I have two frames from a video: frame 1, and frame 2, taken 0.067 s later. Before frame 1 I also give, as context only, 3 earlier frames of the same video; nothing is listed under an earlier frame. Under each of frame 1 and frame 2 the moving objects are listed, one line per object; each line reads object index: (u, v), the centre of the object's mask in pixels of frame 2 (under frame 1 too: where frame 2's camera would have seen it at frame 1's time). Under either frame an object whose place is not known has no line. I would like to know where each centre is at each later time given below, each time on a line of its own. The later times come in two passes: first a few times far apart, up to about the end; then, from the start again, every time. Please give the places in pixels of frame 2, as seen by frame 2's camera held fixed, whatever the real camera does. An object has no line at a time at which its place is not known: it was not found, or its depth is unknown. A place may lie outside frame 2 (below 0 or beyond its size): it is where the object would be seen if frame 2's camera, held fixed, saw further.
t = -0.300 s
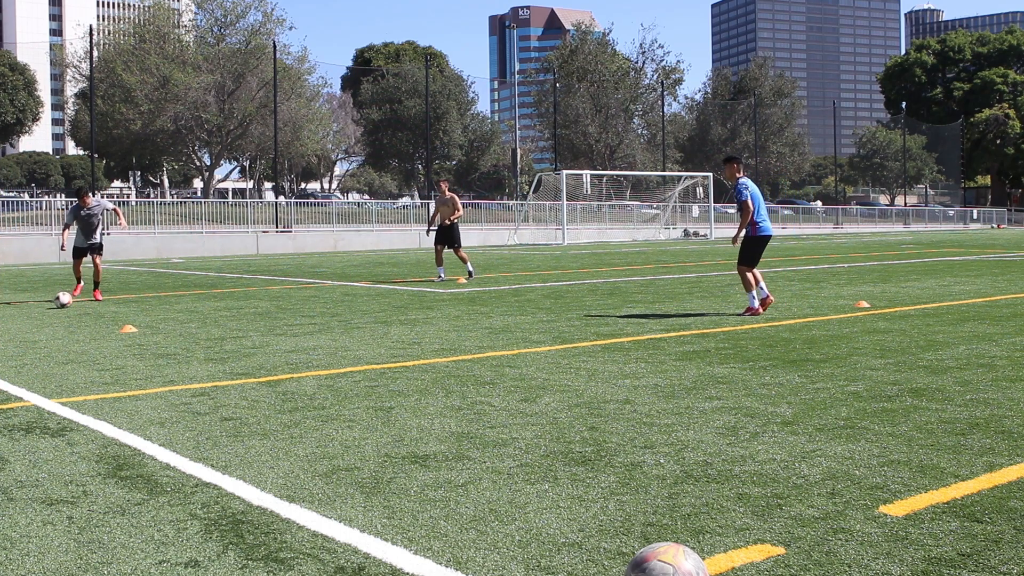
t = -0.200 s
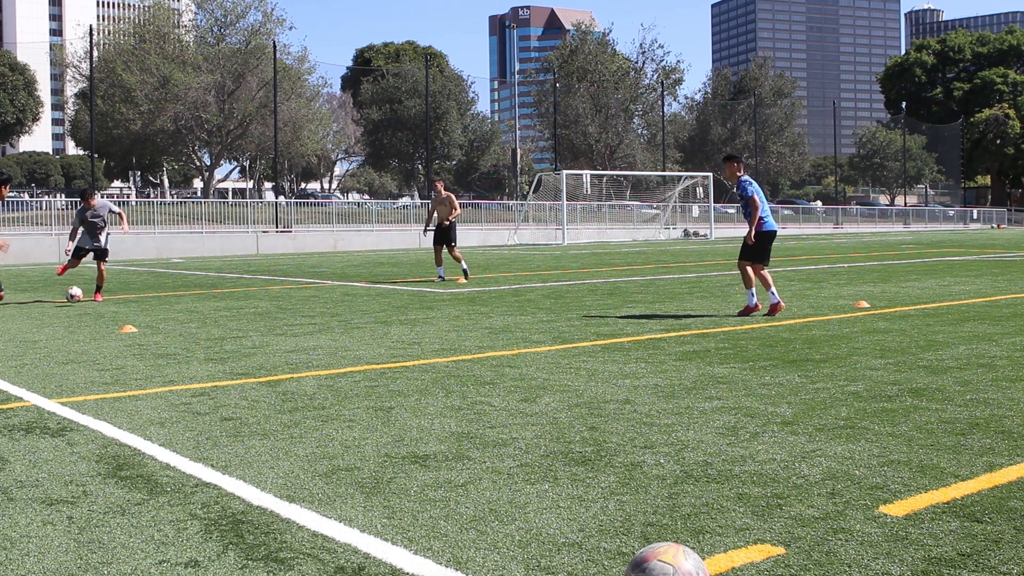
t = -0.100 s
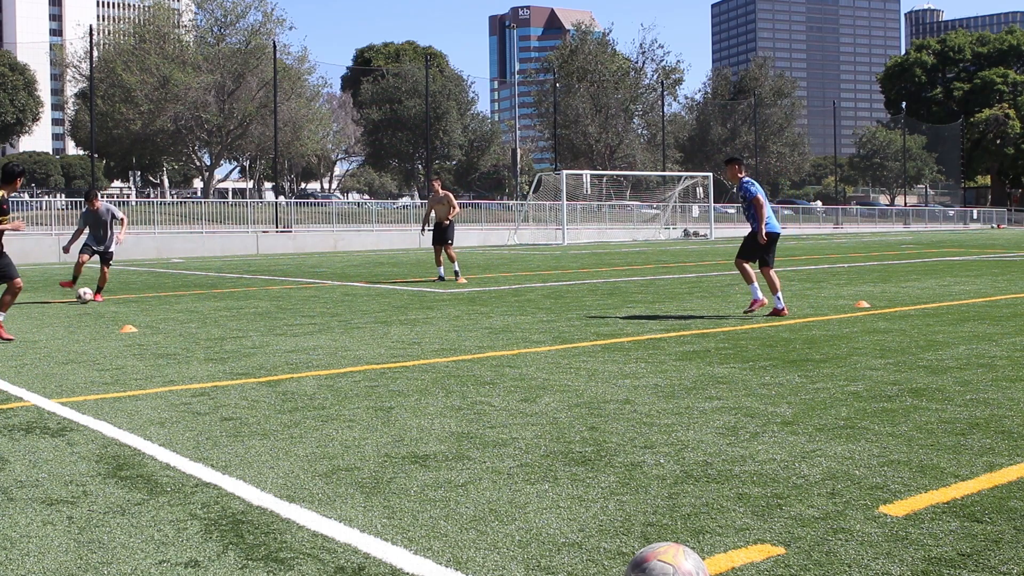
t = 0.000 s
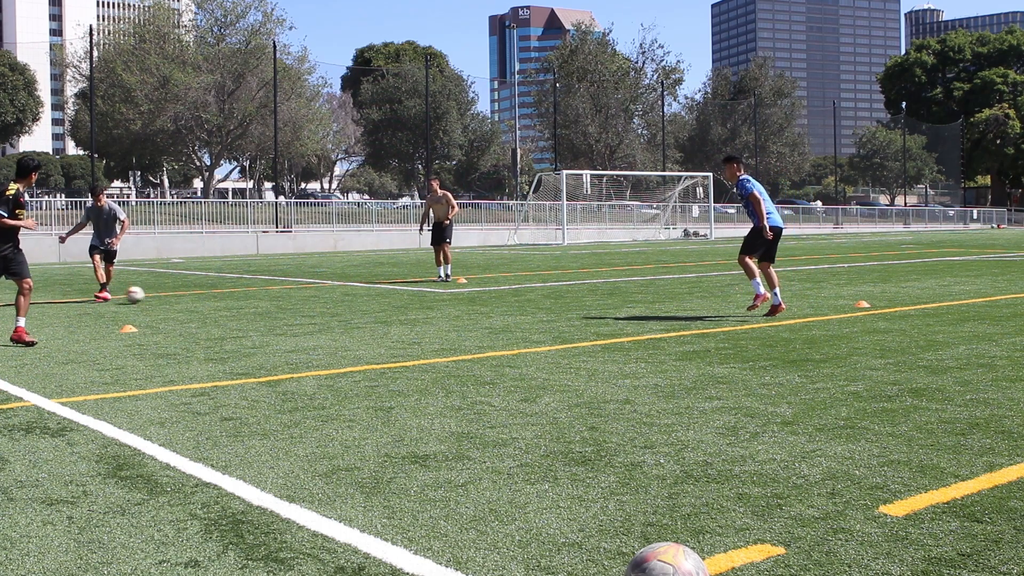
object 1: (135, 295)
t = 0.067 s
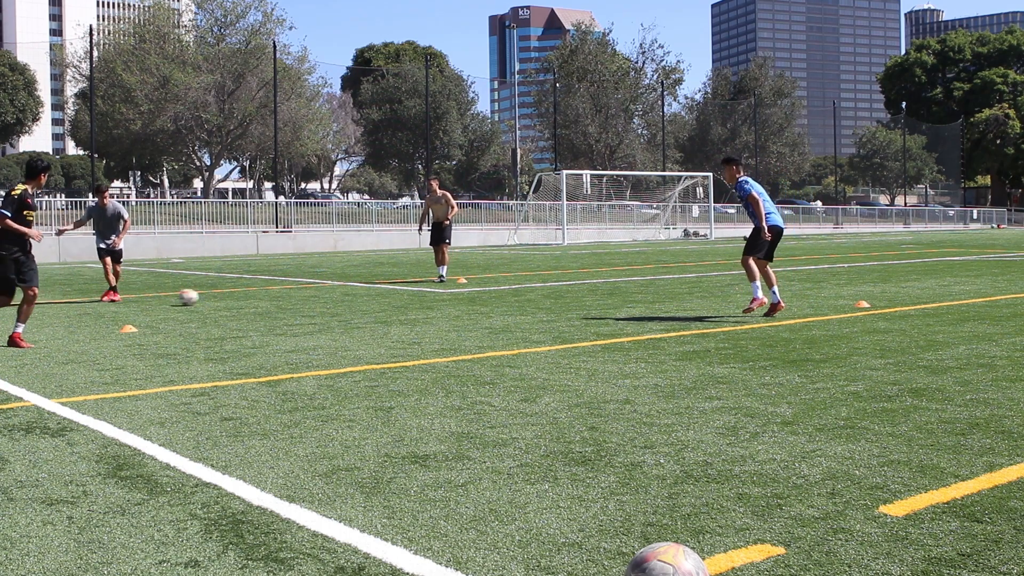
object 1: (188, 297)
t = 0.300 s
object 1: (381, 300)
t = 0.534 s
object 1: (582, 305)
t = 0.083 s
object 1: (202, 298)
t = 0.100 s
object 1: (215, 297)
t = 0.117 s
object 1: (229, 298)
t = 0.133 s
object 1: (242, 298)
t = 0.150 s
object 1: (257, 298)
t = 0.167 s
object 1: (270, 299)
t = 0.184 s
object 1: (284, 299)
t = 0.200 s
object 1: (298, 299)
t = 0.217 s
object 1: (312, 300)
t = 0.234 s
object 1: (325, 300)
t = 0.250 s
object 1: (339, 300)
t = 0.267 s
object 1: (353, 300)
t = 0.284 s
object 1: (367, 300)
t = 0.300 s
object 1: (381, 300)
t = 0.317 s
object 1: (395, 301)
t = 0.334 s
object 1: (410, 302)
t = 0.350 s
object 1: (424, 302)
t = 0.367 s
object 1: (438, 302)
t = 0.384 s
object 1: (452, 302)
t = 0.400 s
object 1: (467, 302)
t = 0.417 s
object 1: (480, 302)
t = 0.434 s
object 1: (495, 303)
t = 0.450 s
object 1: (510, 303)
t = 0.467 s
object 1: (524, 304)
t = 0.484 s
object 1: (539, 304)
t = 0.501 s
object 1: (554, 305)
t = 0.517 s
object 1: (568, 305)
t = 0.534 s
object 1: (582, 305)
